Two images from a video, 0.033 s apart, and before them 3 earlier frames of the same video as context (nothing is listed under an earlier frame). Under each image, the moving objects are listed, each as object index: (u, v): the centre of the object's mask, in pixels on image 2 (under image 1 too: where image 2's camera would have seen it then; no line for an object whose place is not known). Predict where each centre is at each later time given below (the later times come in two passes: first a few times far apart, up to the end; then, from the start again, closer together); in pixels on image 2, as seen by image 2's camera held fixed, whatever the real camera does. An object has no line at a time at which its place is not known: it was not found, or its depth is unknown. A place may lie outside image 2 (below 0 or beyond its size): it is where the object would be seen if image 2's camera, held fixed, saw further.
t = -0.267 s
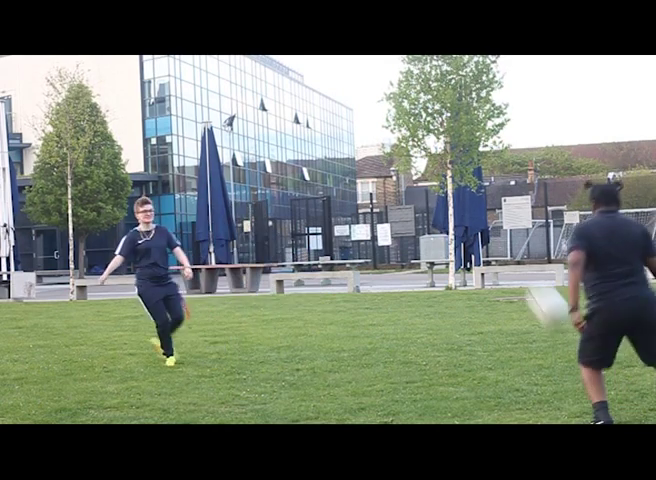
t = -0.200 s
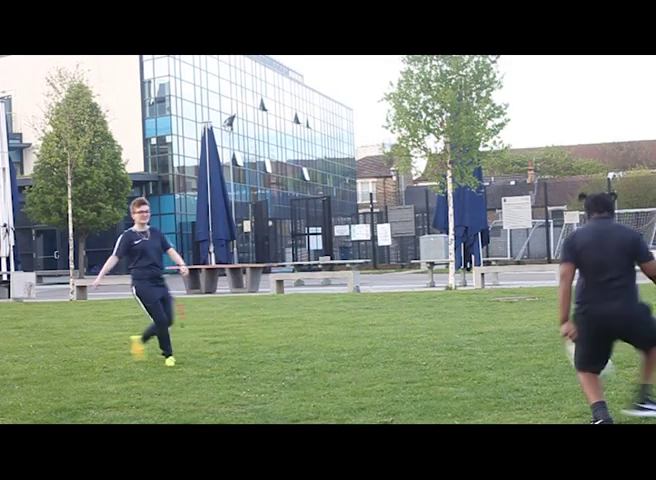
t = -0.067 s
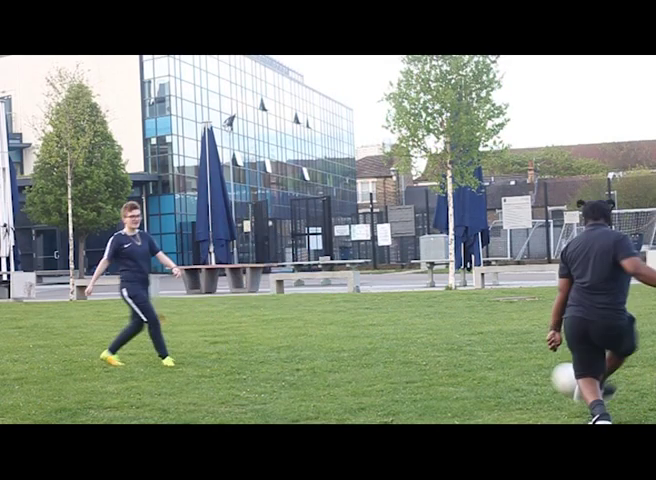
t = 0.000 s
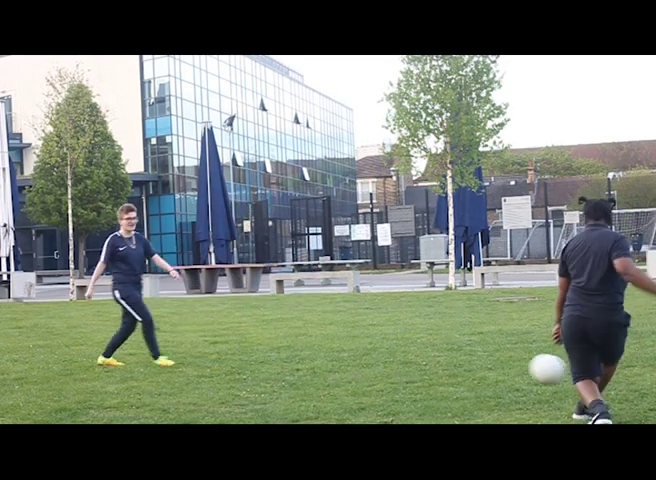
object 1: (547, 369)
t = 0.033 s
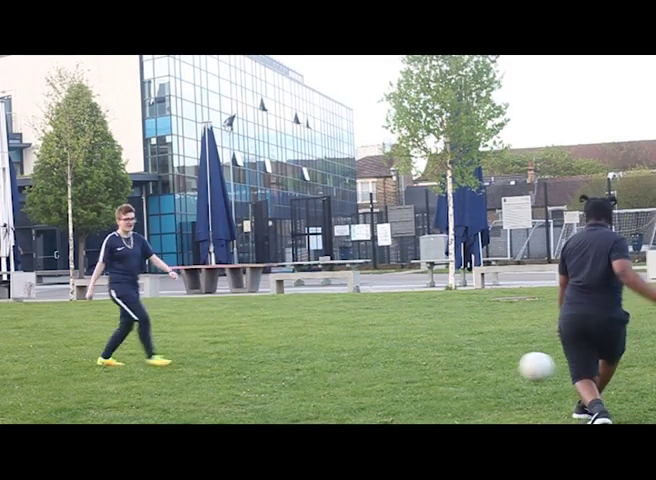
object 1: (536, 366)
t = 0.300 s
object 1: (465, 341)
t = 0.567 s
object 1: (416, 336)
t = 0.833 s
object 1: (373, 332)
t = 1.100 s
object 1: (339, 323)
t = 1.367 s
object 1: (310, 320)
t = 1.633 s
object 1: (289, 315)
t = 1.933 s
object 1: (270, 314)
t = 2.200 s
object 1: (256, 309)
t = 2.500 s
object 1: (245, 307)
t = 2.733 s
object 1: (238, 304)
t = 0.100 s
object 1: (516, 366)
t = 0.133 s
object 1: (507, 368)
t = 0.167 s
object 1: (498, 371)
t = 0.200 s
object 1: (488, 366)
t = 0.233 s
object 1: (480, 356)
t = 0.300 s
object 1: (465, 341)
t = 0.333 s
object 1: (458, 335)
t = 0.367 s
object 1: (451, 332)
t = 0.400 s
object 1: (445, 330)
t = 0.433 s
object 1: (438, 328)
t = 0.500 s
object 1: (427, 330)
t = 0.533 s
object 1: (421, 333)
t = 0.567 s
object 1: (416, 336)
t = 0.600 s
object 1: (411, 341)
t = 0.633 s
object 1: (406, 346)
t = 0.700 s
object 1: (394, 338)
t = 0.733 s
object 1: (389, 335)
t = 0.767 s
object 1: (383, 333)
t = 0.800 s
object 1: (378, 332)
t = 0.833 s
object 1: (373, 332)
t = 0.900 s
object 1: (364, 335)
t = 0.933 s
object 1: (359, 330)
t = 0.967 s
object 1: (354, 327)
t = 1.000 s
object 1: (350, 324)
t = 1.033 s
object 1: (346, 323)
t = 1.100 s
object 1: (339, 323)
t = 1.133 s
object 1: (335, 324)
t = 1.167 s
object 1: (331, 326)
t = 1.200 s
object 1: (327, 326)
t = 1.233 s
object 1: (323, 323)
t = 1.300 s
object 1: (317, 319)
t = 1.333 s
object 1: (314, 319)
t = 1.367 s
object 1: (310, 320)
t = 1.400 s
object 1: (308, 321)
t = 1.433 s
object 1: (304, 321)
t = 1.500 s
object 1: (299, 317)
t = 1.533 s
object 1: (296, 315)
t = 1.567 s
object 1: (294, 314)
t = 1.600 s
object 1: (291, 314)
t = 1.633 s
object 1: (289, 315)
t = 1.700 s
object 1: (285, 318)
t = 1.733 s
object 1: (282, 317)
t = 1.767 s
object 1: (280, 315)
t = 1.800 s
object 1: (278, 314)
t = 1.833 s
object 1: (276, 313)
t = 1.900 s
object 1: (272, 314)
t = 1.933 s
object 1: (270, 314)
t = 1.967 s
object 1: (268, 313)
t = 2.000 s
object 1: (266, 311)
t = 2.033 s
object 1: (264, 309)
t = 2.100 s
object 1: (261, 309)
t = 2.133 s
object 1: (259, 309)
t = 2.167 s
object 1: (257, 310)
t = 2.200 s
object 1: (256, 309)
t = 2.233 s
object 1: (255, 309)
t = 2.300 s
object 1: (252, 308)
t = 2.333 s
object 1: (251, 308)
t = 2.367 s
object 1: (250, 307)
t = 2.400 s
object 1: (248, 307)
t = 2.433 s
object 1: (247, 307)
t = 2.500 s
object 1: (245, 307)
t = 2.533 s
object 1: (244, 306)
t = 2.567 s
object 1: (243, 306)
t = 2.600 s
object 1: (242, 306)
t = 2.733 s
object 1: (238, 304)
